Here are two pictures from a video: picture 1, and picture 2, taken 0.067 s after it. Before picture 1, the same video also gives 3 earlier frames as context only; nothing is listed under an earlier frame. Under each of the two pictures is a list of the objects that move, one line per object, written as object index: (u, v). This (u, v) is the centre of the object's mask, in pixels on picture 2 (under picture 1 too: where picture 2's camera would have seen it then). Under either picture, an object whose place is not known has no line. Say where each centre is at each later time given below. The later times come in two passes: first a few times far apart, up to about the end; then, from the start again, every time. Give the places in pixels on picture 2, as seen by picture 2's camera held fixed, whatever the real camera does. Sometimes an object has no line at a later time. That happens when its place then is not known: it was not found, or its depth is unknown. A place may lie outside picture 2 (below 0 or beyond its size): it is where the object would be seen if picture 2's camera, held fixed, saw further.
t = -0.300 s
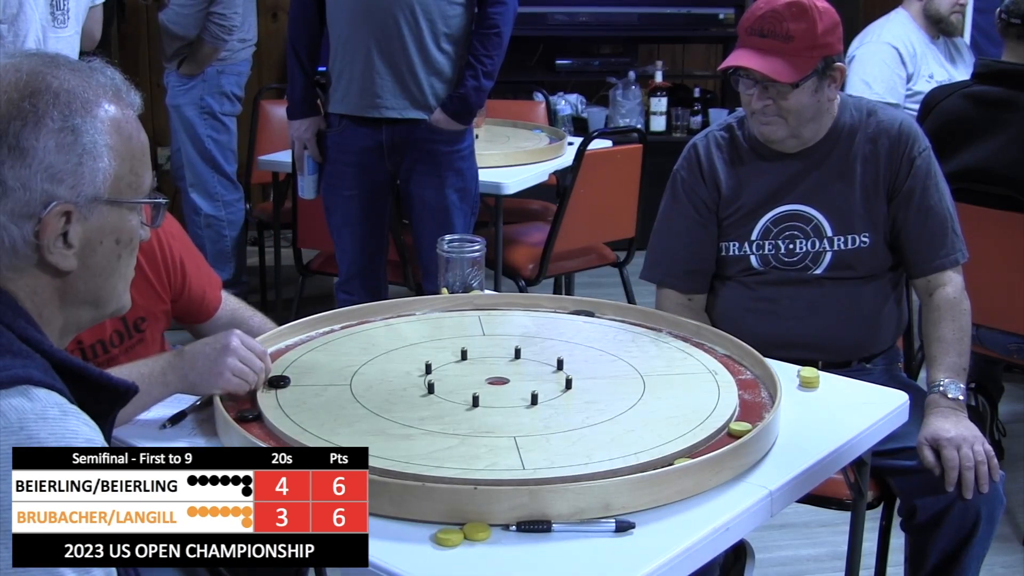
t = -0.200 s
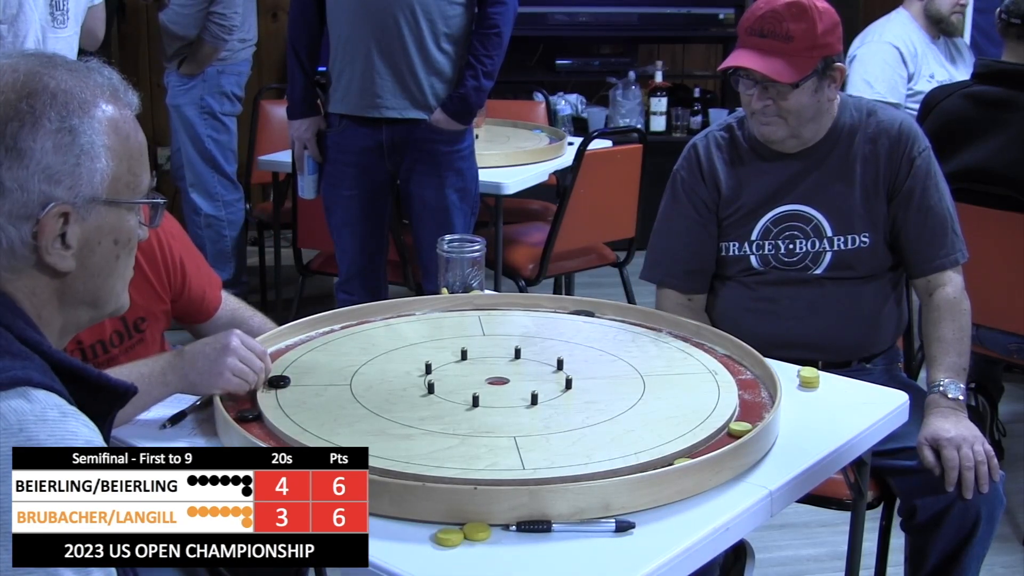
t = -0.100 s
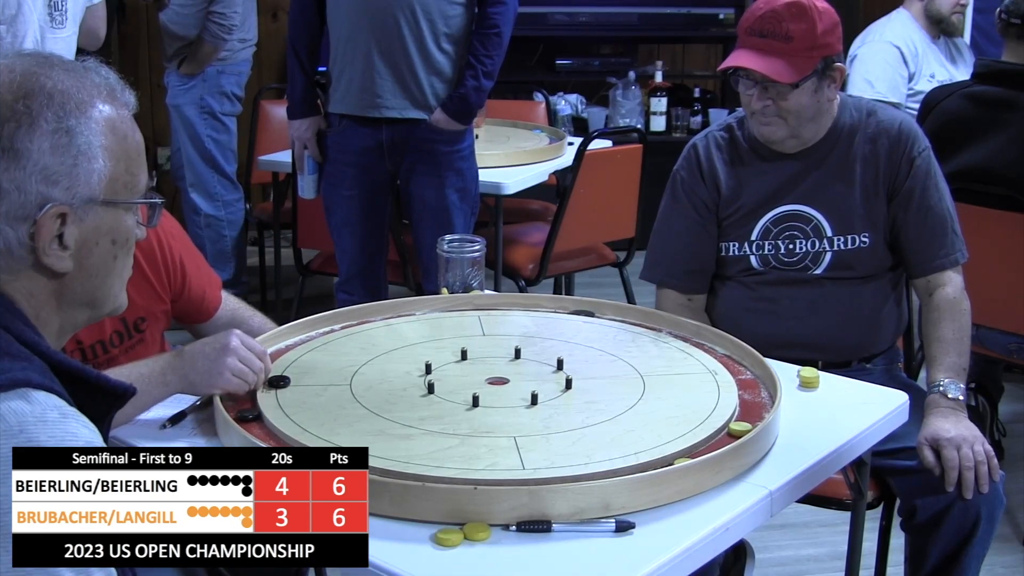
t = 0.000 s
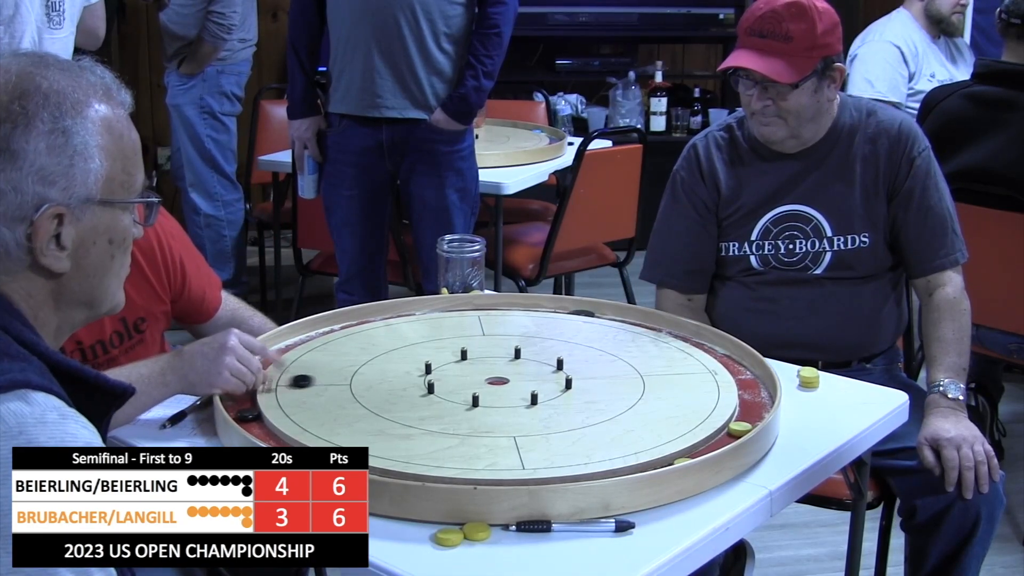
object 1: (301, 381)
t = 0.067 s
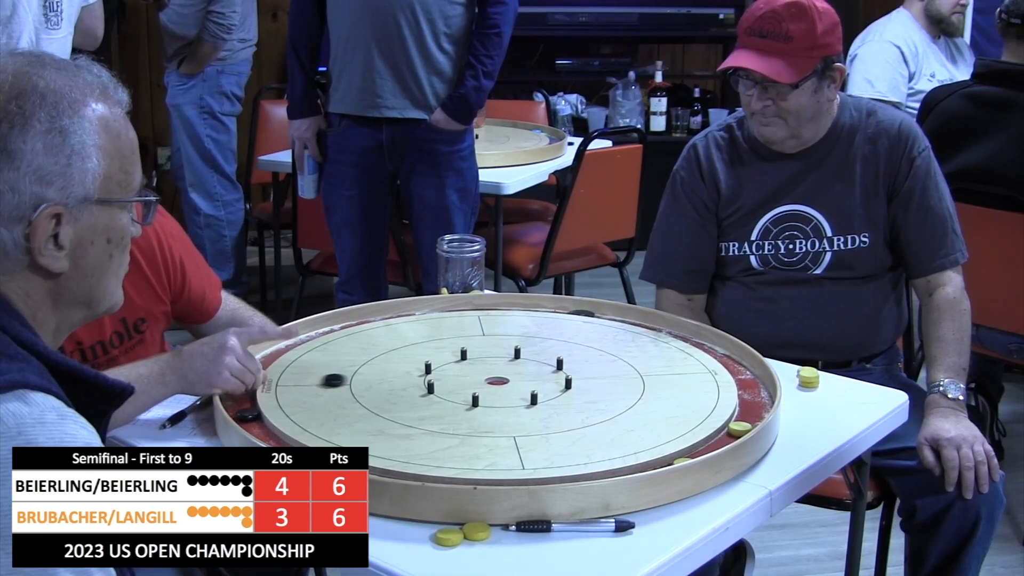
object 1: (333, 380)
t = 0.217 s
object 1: (394, 379)
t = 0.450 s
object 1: (458, 377)
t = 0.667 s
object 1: (491, 378)
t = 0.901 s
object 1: (497, 379)
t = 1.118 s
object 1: (497, 379)
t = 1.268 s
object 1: (497, 379)
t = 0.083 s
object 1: (341, 380)
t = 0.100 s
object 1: (348, 380)
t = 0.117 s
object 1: (356, 380)
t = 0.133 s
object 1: (363, 380)
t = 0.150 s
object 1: (369, 380)
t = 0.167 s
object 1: (376, 379)
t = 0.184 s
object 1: (382, 379)
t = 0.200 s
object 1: (388, 379)
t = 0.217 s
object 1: (394, 379)
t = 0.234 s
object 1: (400, 379)
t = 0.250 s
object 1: (406, 379)
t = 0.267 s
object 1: (411, 378)
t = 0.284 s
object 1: (416, 378)
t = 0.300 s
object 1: (420, 378)
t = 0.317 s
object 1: (426, 377)
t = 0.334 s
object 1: (432, 377)
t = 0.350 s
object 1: (437, 377)
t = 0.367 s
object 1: (441, 377)
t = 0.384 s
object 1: (444, 377)
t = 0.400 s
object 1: (448, 377)
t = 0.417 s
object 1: (452, 377)
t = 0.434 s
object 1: (455, 377)
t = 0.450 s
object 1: (458, 377)
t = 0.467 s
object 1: (462, 377)
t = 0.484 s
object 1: (465, 377)
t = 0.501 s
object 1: (468, 377)
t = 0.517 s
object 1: (471, 377)
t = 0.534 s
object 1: (474, 377)
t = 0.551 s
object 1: (476, 376)
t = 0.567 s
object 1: (479, 376)
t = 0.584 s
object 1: (481, 376)
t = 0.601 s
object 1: (483, 376)
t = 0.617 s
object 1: (485, 376)
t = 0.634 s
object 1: (490, 378)
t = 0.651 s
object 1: (491, 378)
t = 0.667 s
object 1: (491, 378)
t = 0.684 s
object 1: (492, 378)
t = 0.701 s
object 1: (492, 378)
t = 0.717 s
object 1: (492, 378)
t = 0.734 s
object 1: (493, 378)
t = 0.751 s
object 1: (493, 378)
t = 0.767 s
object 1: (493, 378)
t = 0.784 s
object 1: (494, 378)
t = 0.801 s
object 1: (495, 379)
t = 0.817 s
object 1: (496, 379)
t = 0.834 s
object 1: (497, 379)
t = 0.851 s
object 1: (497, 379)
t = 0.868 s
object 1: (497, 379)
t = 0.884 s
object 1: (497, 379)
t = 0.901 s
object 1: (497, 379)
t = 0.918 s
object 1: (497, 379)
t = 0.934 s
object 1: (497, 379)
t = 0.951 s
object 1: (497, 380)
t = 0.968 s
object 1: (497, 380)
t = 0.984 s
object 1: (497, 379)
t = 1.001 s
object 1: (497, 379)
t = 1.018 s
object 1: (497, 379)
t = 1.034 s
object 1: (497, 379)
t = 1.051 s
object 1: (497, 379)
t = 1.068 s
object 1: (497, 379)
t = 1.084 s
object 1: (497, 379)
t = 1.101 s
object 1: (497, 379)
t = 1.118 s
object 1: (497, 379)
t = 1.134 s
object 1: (497, 379)
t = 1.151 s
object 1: (497, 379)
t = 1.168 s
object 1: (497, 379)
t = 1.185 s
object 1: (497, 379)
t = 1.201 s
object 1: (497, 379)
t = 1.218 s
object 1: (497, 380)
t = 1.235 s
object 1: (497, 379)
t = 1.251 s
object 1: (497, 379)
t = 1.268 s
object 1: (497, 379)
